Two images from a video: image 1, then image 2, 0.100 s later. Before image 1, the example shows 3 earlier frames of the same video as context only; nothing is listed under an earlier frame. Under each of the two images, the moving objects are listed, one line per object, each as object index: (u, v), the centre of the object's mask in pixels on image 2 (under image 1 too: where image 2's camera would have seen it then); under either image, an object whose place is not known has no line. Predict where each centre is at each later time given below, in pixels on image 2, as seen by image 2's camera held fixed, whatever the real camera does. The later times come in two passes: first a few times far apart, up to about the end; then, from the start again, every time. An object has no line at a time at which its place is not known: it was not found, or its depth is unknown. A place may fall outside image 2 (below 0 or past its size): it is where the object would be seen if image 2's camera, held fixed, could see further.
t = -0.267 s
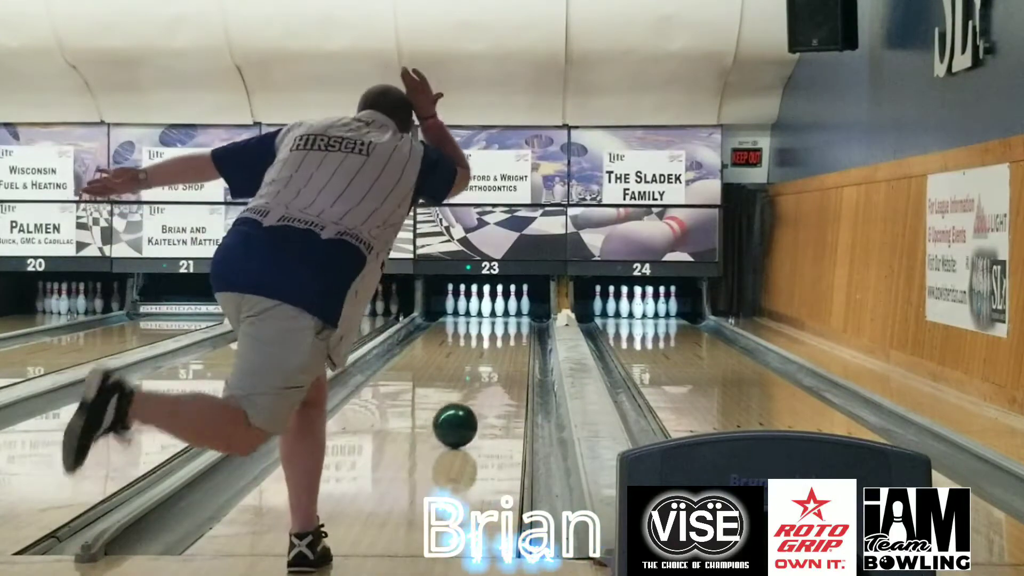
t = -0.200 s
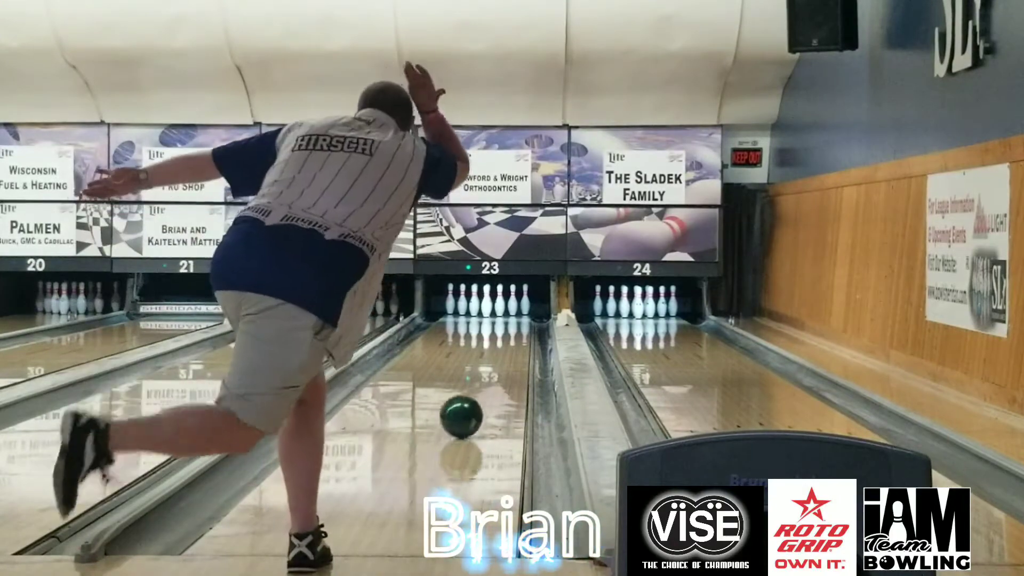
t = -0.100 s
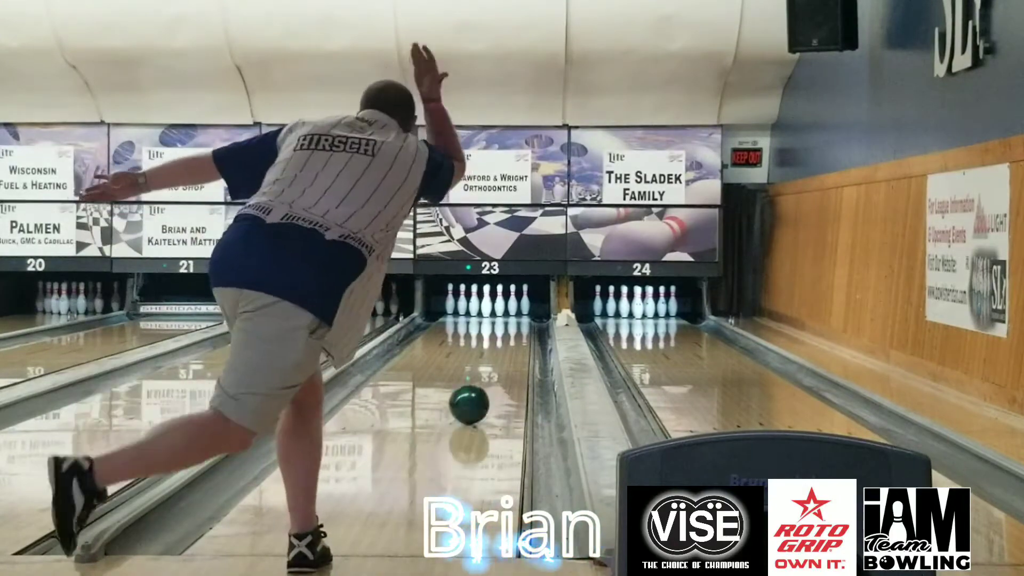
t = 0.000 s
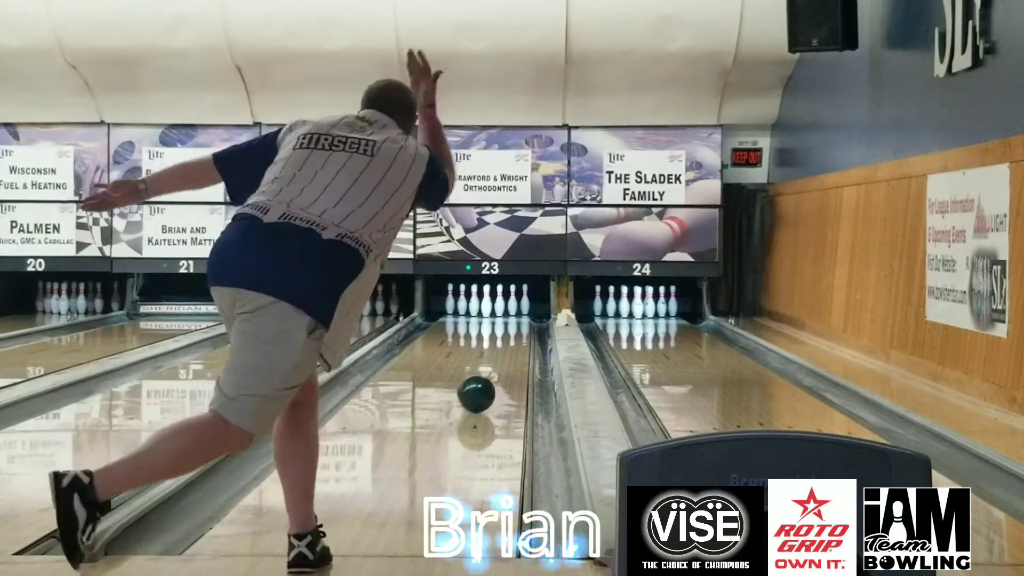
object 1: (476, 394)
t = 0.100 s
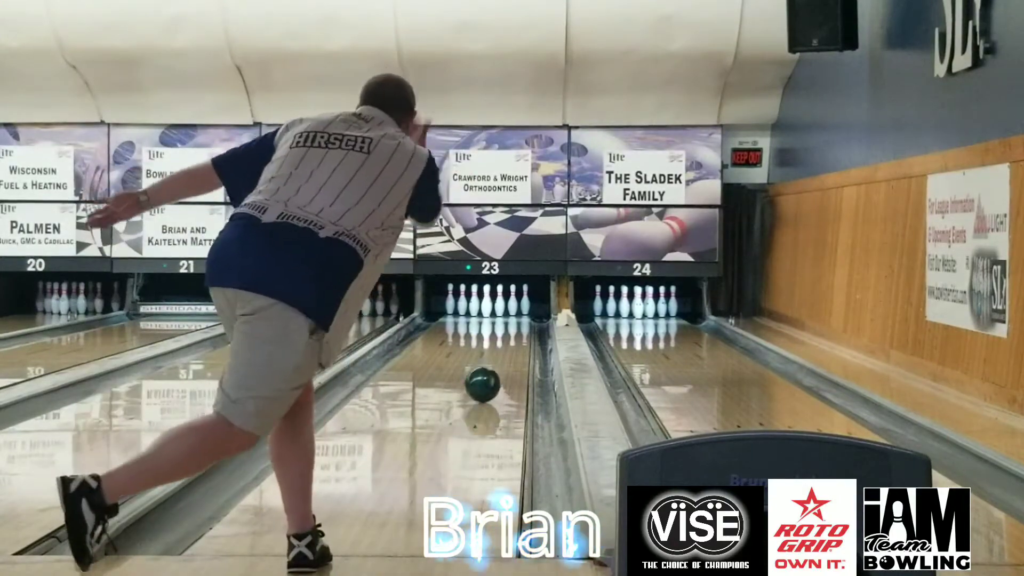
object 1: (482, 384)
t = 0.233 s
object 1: (489, 373)
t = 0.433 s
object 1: (497, 360)
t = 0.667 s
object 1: (505, 348)
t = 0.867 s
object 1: (508, 339)
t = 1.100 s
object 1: (509, 330)
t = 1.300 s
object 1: (508, 324)
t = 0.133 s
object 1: (484, 381)
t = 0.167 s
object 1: (486, 378)
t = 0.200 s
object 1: (488, 376)
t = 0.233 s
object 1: (489, 373)
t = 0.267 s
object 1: (491, 371)
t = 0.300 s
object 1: (492, 368)
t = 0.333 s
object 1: (494, 366)
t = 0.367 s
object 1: (495, 364)
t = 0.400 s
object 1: (496, 362)
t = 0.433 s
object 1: (497, 360)
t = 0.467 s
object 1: (499, 358)
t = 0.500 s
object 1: (500, 356)
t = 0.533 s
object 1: (501, 355)
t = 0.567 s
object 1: (502, 353)
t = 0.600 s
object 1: (503, 351)
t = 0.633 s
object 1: (504, 349)
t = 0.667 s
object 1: (505, 348)
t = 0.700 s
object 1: (505, 346)
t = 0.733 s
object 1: (506, 345)
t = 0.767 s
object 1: (507, 343)
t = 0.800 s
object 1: (507, 341)
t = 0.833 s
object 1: (507, 340)
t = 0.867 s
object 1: (508, 339)
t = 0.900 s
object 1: (508, 337)
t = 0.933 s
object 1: (508, 336)
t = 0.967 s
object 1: (509, 335)
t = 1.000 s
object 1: (509, 333)
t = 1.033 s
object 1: (509, 332)
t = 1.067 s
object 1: (509, 331)
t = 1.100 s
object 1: (509, 330)
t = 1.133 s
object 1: (509, 329)
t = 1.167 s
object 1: (509, 328)
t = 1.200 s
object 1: (509, 327)
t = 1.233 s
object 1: (509, 326)
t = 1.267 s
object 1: (508, 325)
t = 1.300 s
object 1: (508, 324)
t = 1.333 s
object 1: (507, 323)
